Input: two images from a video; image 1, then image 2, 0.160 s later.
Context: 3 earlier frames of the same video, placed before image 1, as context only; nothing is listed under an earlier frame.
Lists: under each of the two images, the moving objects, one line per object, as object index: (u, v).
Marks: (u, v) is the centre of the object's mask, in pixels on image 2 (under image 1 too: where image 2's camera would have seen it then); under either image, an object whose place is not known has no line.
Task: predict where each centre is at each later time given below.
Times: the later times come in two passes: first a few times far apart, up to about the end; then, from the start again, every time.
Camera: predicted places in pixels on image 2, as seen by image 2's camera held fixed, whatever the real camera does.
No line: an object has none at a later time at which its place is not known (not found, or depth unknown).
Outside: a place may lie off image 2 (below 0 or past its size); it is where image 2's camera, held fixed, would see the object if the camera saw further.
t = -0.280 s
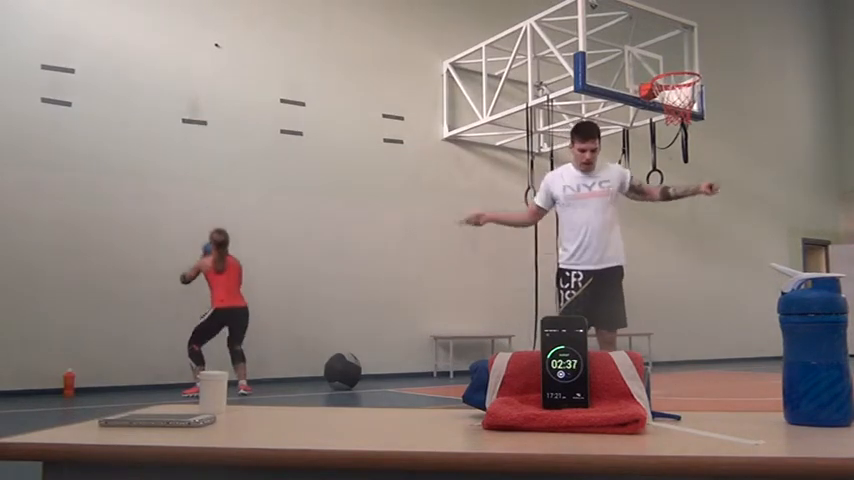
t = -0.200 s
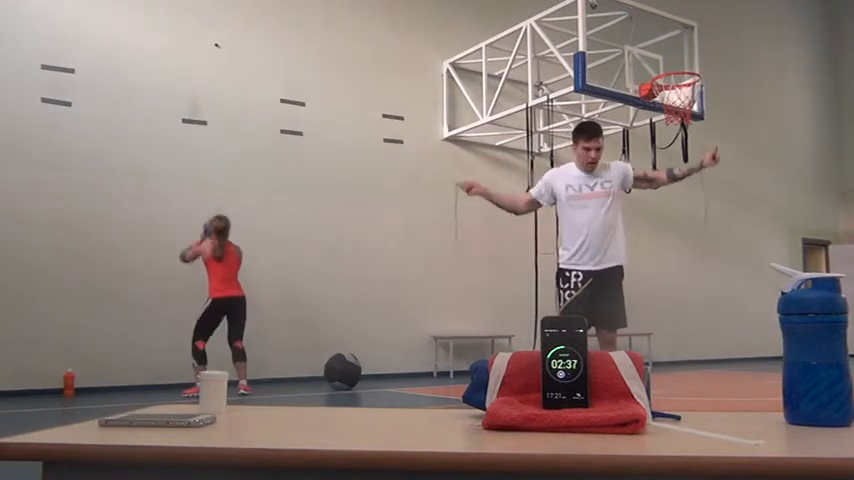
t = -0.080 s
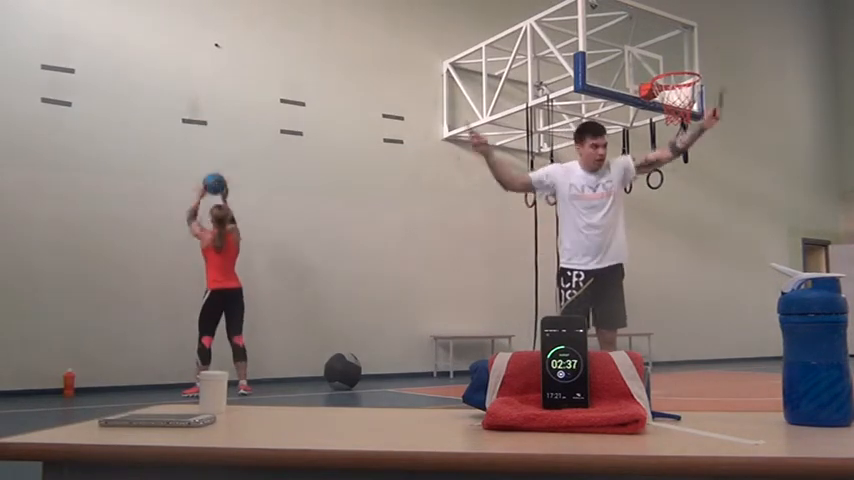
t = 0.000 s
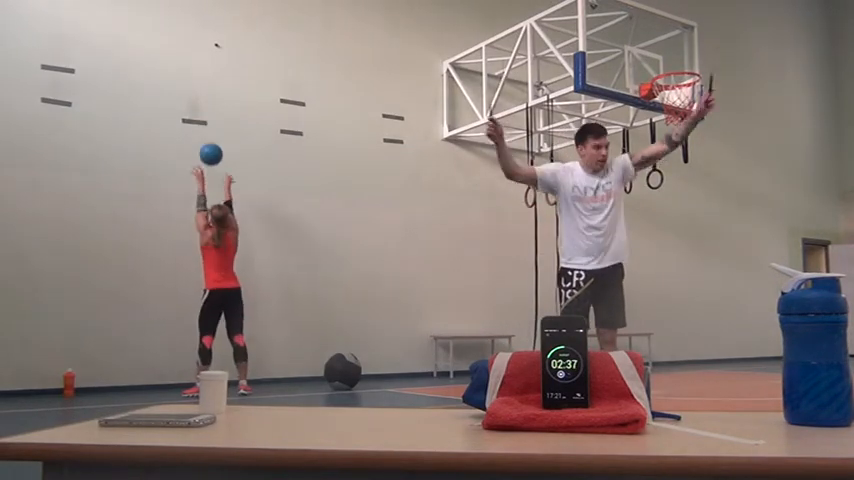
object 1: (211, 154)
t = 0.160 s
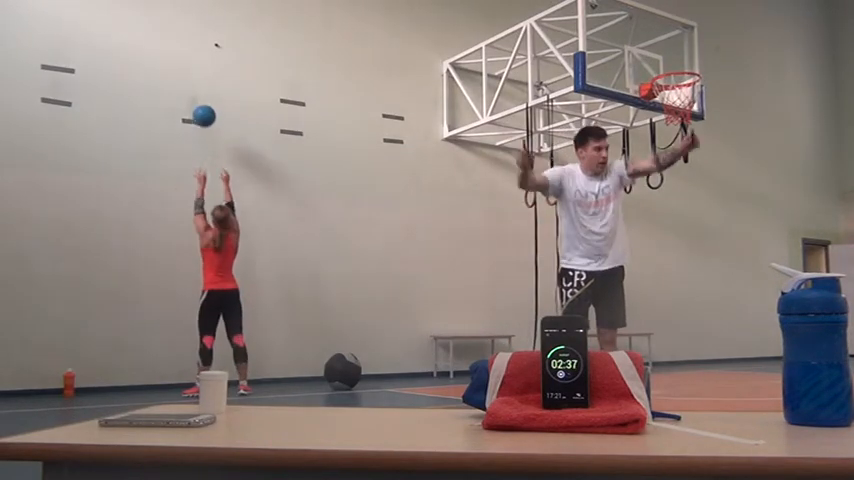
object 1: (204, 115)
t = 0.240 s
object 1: (200, 106)
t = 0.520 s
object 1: (194, 113)
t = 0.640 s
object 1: (197, 135)
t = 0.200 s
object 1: (202, 110)
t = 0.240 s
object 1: (200, 106)
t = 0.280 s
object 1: (198, 104)
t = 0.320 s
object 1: (196, 103)
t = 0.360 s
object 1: (195, 104)
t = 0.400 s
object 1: (193, 106)
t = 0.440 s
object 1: (192, 107)
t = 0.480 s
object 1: (193, 109)
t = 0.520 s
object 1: (194, 113)
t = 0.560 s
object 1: (195, 119)
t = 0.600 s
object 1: (196, 126)
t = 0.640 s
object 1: (197, 135)
